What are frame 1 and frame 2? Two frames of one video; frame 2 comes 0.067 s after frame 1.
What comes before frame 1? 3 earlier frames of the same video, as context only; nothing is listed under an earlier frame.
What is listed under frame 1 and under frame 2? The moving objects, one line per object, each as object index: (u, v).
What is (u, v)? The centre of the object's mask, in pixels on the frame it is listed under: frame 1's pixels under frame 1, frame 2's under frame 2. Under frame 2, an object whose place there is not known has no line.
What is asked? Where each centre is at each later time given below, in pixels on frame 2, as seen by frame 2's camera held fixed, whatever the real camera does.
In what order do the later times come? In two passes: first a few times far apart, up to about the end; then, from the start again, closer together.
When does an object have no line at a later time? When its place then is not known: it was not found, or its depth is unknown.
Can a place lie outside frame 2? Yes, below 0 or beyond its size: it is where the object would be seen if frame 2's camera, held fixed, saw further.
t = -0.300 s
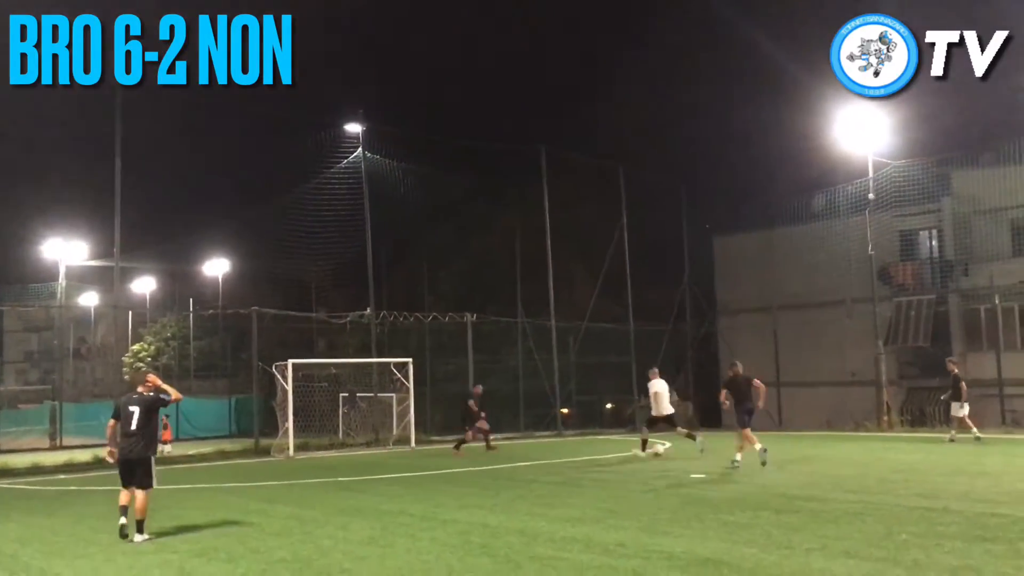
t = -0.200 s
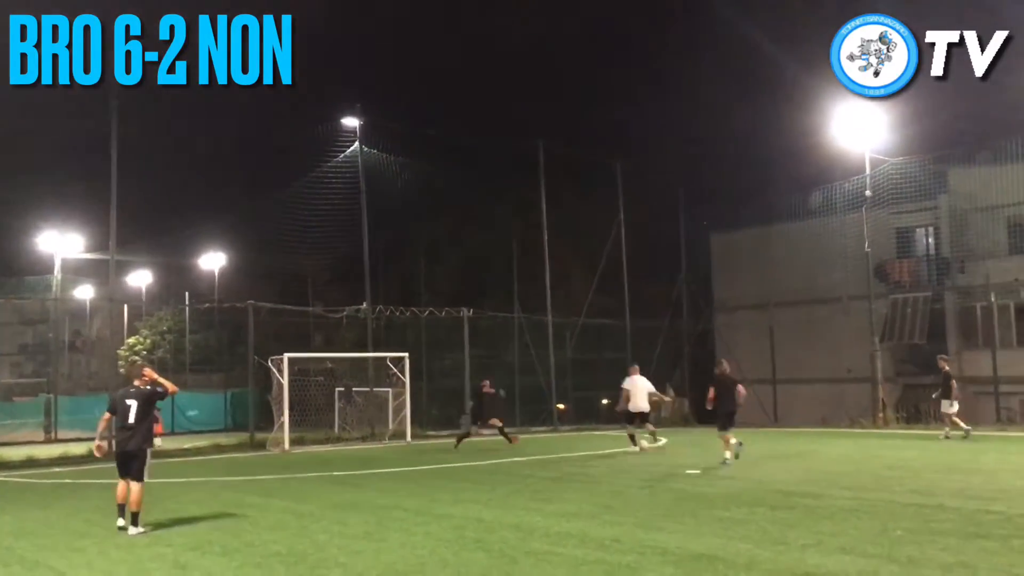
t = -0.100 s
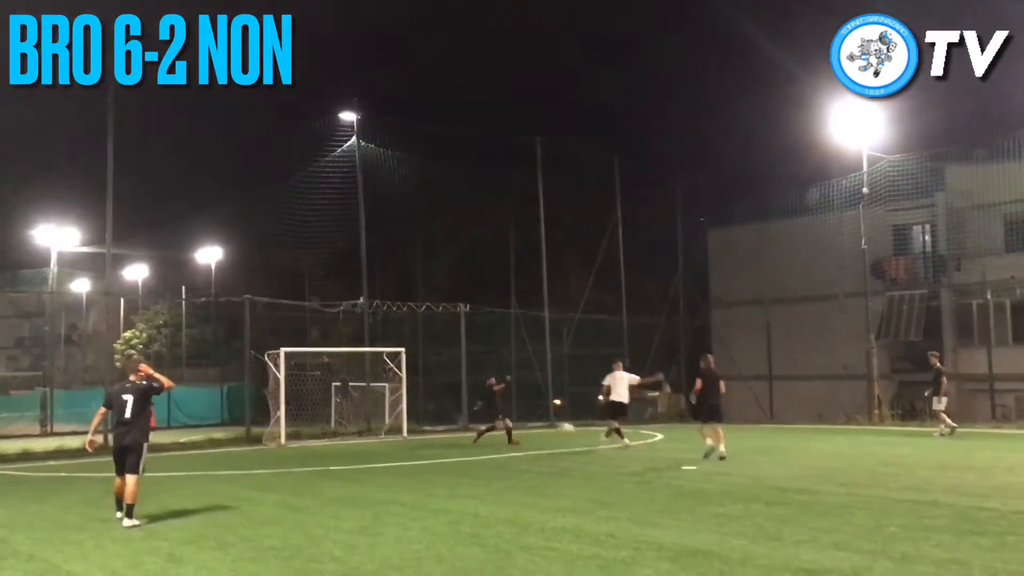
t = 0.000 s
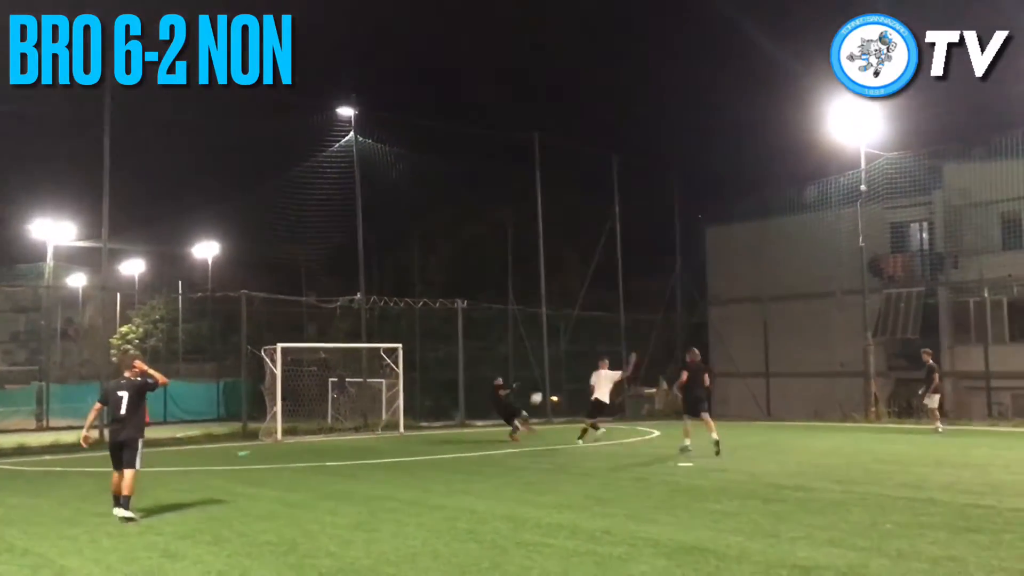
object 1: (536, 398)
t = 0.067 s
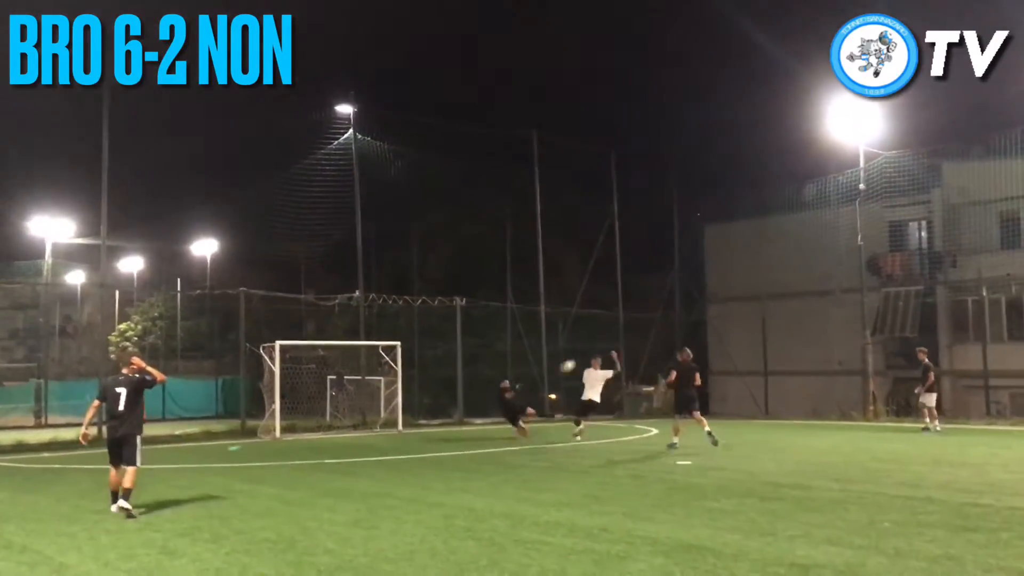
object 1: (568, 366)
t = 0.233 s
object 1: (651, 294)
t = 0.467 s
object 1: (775, 204)
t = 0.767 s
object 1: (953, 112)
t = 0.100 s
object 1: (584, 351)
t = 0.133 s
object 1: (600, 336)
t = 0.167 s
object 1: (618, 322)
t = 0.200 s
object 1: (634, 308)
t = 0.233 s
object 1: (651, 294)
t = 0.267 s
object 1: (668, 280)
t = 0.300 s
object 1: (686, 267)
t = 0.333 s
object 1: (703, 253)
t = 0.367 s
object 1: (720, 241)
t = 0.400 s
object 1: (739, 228)
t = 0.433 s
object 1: (756, 216)
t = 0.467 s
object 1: (775, 204)
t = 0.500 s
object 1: (792, 193)
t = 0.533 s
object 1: (812, 182)
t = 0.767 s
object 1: (953, 112)
